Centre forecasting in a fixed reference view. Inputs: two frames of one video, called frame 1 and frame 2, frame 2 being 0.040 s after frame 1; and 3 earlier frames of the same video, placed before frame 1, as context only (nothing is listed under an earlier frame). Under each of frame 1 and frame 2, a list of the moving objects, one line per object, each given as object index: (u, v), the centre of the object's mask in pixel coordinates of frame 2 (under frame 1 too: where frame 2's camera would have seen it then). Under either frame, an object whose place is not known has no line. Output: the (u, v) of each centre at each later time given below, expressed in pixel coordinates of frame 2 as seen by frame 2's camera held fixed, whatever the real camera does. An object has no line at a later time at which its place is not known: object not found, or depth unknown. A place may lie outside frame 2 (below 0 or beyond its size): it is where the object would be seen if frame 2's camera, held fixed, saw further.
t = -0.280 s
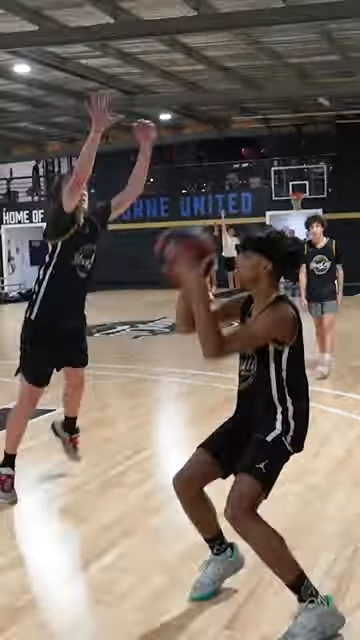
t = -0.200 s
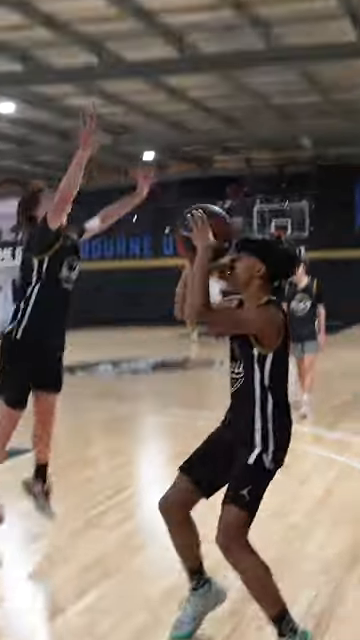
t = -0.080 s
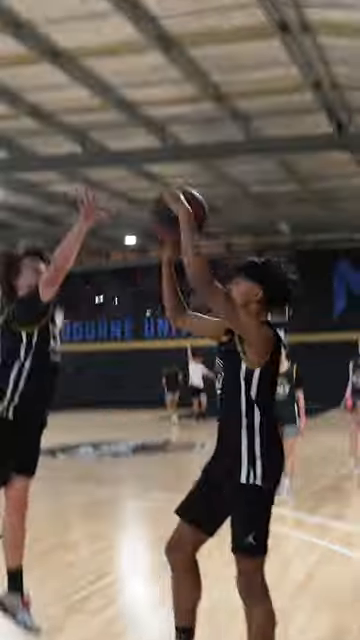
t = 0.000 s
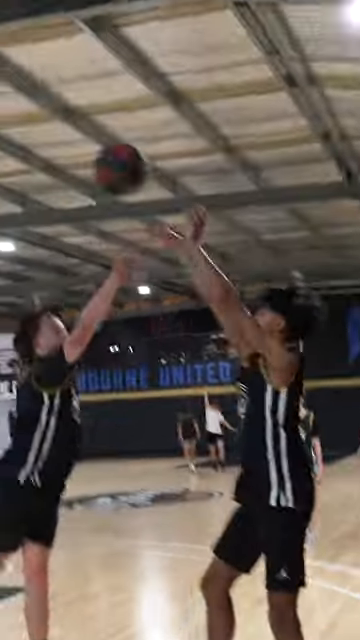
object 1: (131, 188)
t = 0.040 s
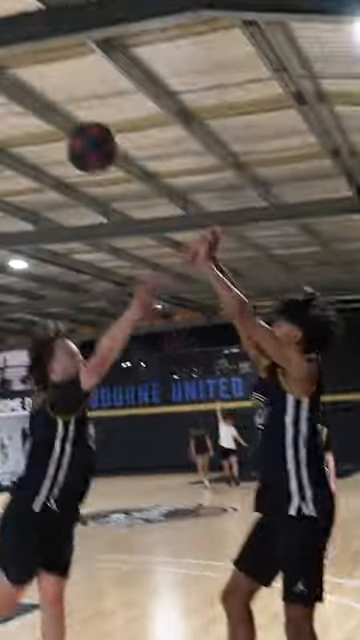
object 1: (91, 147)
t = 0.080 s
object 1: (55, 112)
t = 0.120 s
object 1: (21, 83)
